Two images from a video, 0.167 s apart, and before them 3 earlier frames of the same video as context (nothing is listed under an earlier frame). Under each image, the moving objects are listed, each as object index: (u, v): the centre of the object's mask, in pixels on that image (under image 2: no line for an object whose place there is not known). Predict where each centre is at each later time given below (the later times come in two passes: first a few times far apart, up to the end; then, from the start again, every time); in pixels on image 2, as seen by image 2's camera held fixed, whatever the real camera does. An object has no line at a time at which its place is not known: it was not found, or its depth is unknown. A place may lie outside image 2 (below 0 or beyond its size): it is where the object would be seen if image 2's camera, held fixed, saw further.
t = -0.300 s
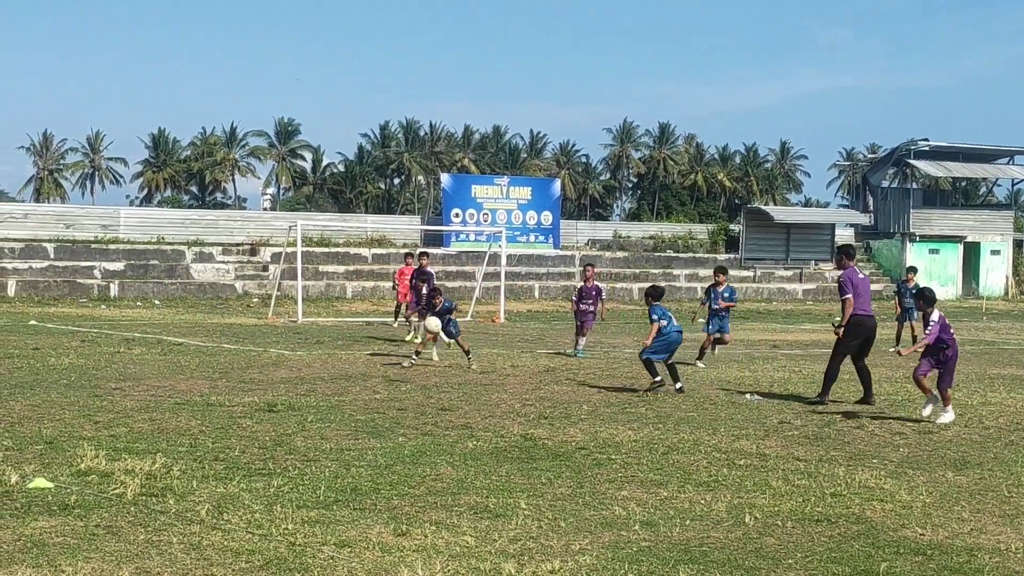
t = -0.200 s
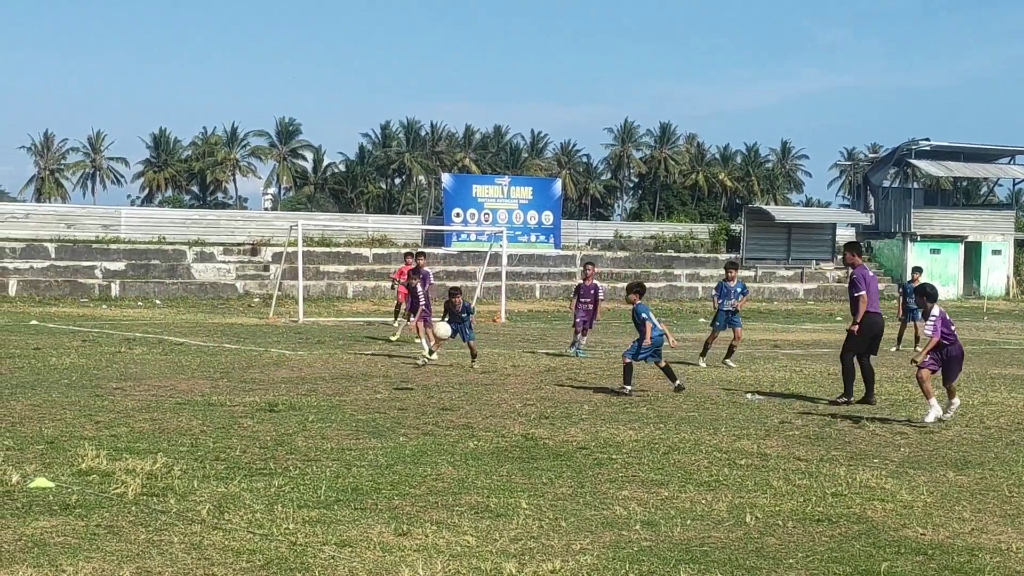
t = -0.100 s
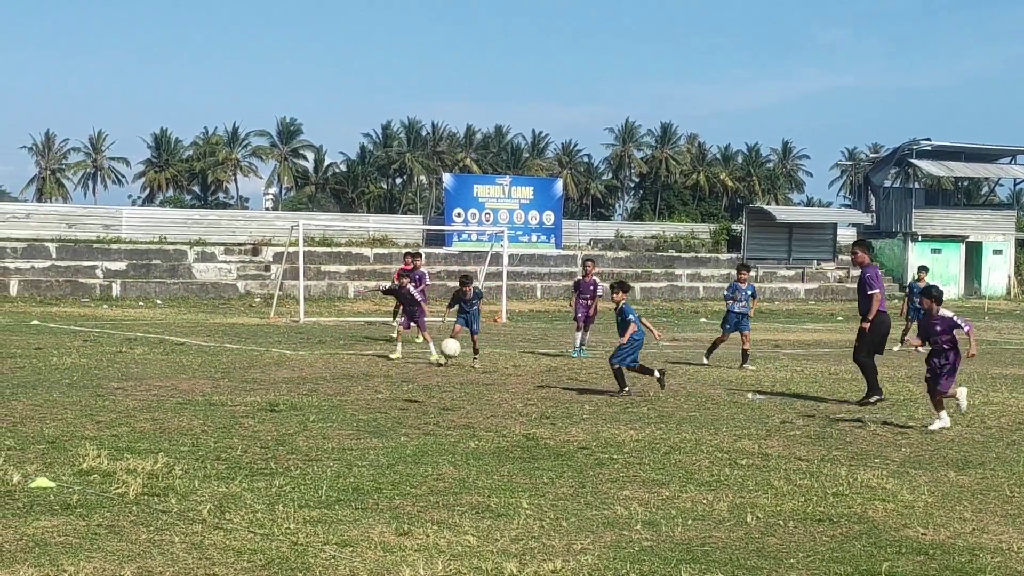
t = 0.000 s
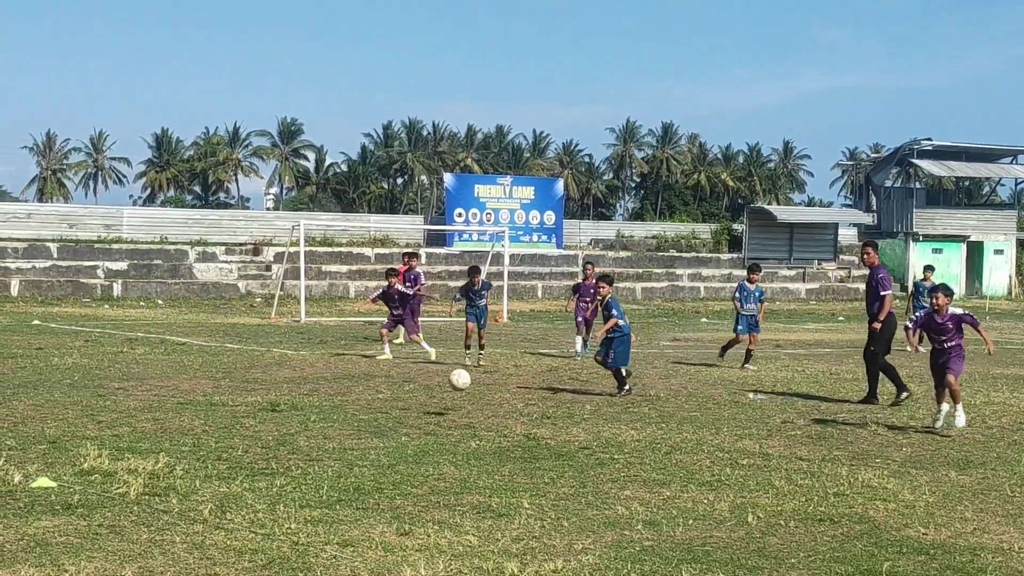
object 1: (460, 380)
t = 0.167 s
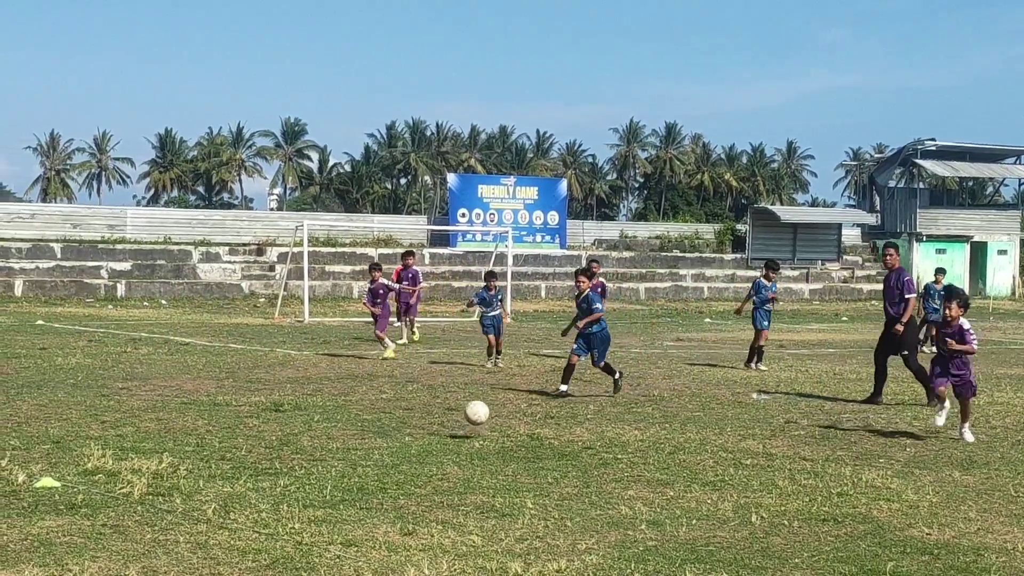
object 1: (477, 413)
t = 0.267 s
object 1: (482, 411)
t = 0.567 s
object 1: (495, 467)
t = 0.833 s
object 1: (475, 462)
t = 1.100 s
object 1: (445, 553)
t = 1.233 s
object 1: (424, 552)
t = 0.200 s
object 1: (479, 410)
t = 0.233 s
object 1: (480, 410)
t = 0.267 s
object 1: (482, 411)
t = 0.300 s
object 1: (484, 413)
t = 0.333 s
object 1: (486, 417)
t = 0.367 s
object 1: (488, 423)
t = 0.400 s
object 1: (490, 431)
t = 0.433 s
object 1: (492, 441)
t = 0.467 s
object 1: (494, 454)
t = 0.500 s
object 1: (496, 470)
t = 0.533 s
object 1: (497, 476)
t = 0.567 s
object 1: (495, 467)
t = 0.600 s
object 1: (493, 460)
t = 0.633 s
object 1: (491, 455)
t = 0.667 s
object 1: (489, 451)
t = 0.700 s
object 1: (486, 449)
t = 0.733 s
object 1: (484, 449)
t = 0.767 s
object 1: (481, 451)
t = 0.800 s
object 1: (478, 455)
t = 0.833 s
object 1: (475, 462)
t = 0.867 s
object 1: (473, 471)
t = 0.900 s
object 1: (469, 483)
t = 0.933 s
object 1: (466, 498)
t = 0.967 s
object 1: (462, 515)
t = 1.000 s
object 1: (458, 536)
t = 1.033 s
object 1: (454, 561)
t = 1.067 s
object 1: (450, 559)
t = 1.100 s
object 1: (445, 553)
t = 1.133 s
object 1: (440, 549)
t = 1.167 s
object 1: (435, 546)
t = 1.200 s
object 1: (429, 548)
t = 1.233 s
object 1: (424, 552)
